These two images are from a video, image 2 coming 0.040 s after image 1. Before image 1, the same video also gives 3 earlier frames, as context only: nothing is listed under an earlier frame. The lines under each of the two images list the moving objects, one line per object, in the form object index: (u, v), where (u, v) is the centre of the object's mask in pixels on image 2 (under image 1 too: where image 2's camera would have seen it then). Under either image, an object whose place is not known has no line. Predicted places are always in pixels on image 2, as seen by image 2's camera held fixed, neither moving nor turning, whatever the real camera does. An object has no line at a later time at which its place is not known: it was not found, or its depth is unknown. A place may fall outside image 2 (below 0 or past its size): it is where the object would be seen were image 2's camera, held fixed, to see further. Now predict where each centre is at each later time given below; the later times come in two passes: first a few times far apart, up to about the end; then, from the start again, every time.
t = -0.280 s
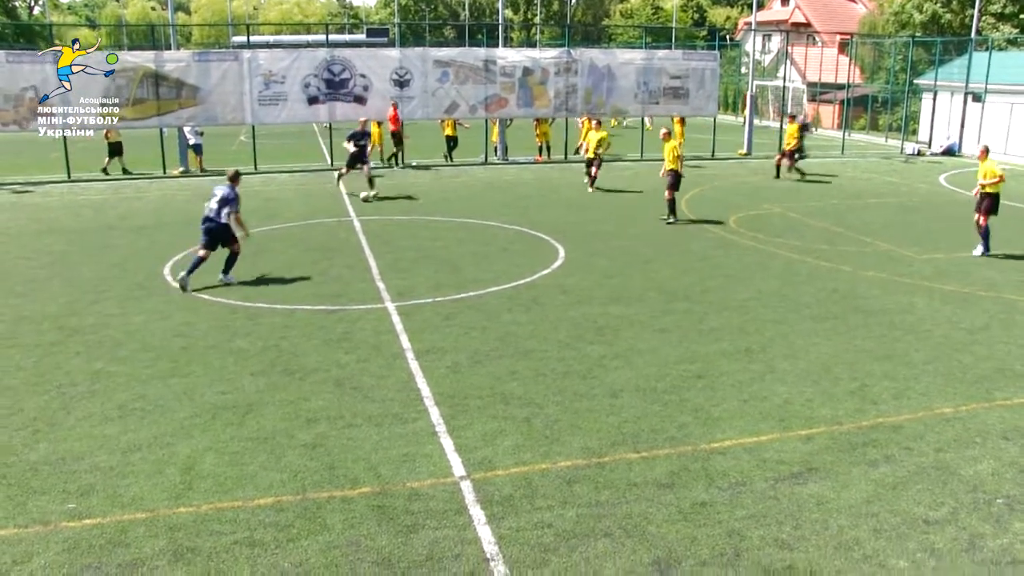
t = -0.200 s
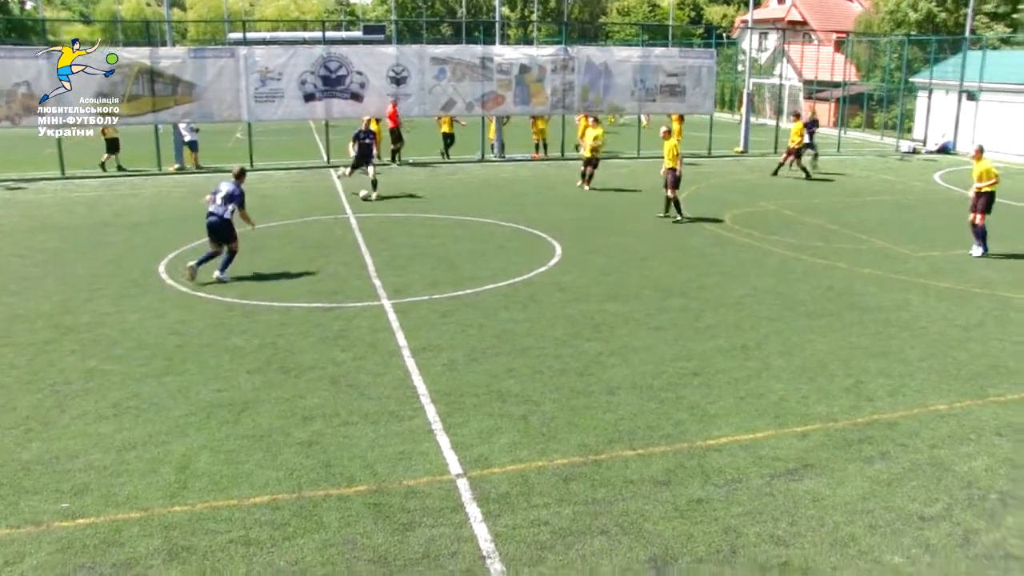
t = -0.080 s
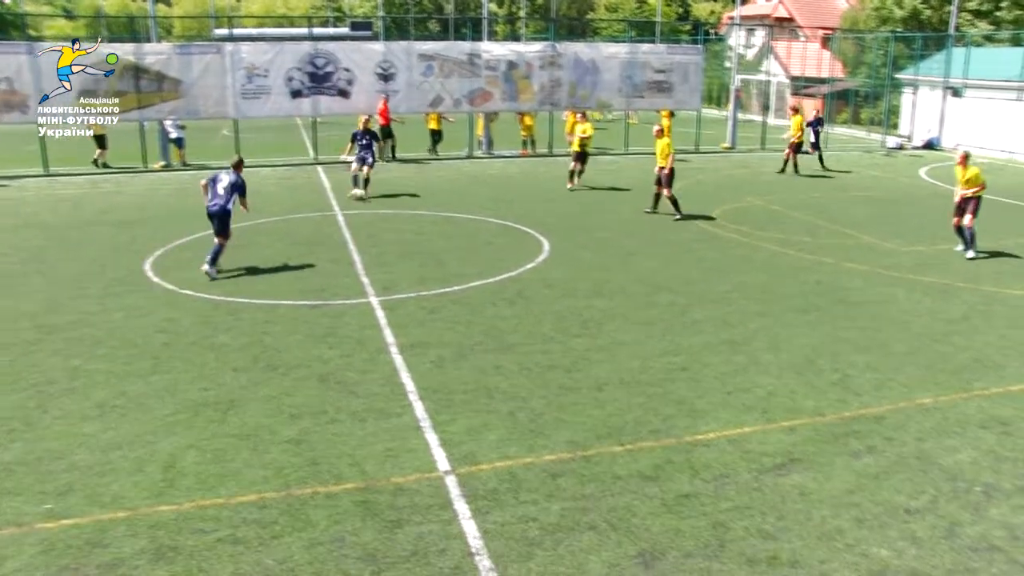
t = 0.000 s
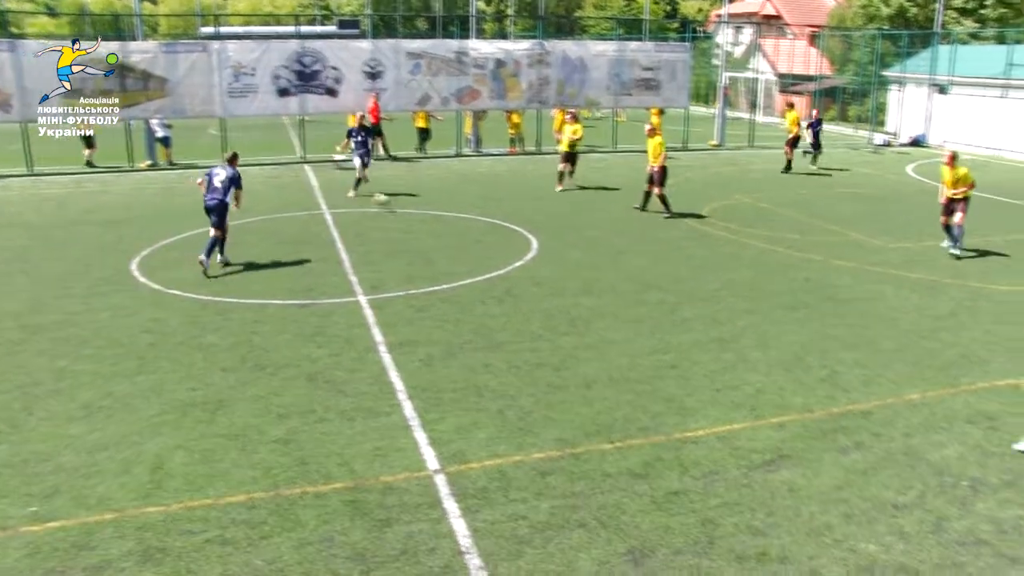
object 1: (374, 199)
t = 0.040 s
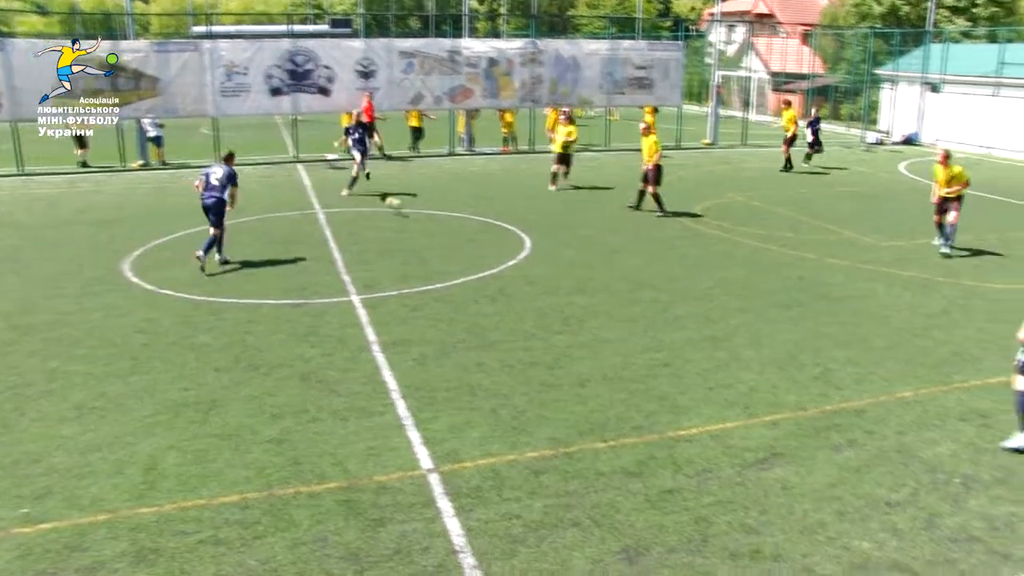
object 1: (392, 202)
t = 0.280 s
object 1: (533, 247)
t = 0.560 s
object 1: (758, 319)
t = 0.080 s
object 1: (413, 210)
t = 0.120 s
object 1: (436, 219)
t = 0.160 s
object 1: (459, 228)
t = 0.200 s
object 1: (482, 235)
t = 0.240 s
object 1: (508, 242)
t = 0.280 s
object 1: (533, 247)
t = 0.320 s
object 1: (561, 256)
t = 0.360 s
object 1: (591, 266)
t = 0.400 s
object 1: (621, 277)
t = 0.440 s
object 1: (653, 286)
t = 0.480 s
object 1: (686, 295)
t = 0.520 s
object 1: (721, 306)
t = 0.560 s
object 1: (758, 319)
